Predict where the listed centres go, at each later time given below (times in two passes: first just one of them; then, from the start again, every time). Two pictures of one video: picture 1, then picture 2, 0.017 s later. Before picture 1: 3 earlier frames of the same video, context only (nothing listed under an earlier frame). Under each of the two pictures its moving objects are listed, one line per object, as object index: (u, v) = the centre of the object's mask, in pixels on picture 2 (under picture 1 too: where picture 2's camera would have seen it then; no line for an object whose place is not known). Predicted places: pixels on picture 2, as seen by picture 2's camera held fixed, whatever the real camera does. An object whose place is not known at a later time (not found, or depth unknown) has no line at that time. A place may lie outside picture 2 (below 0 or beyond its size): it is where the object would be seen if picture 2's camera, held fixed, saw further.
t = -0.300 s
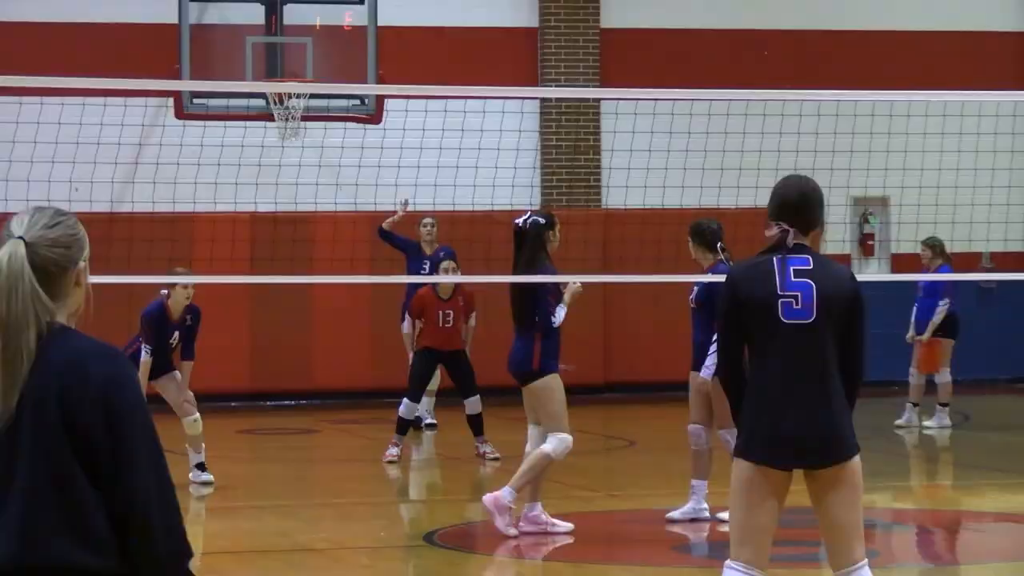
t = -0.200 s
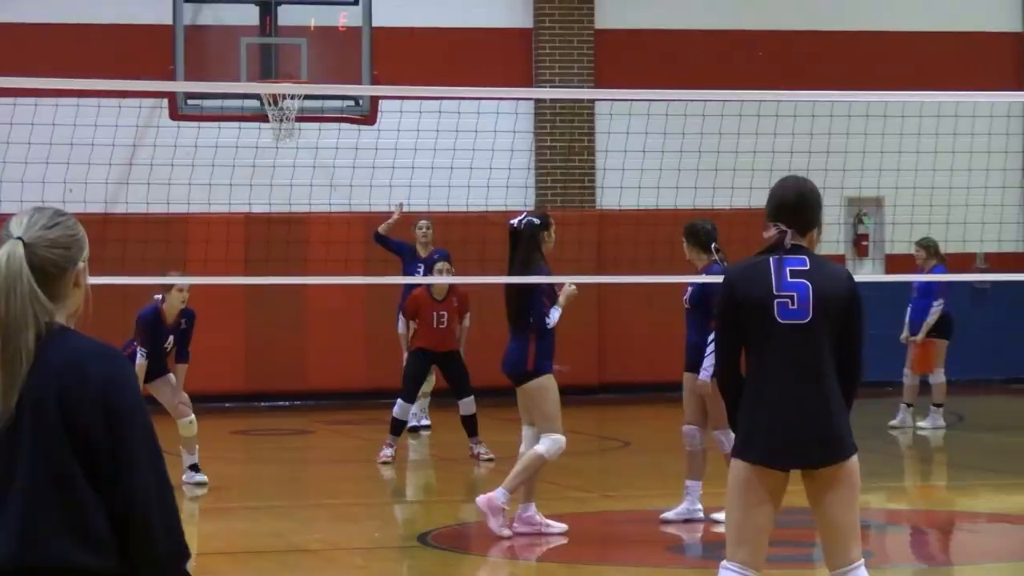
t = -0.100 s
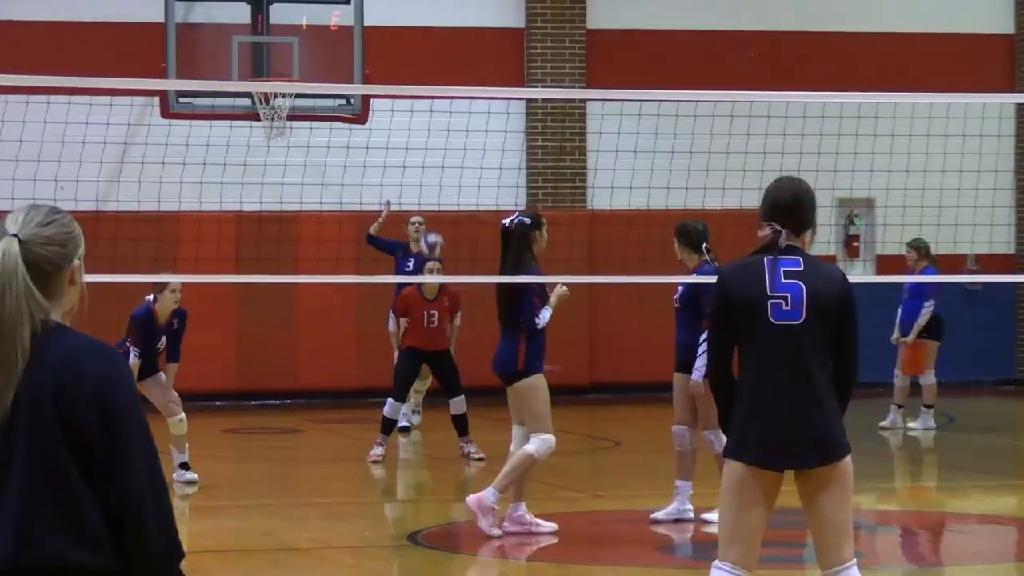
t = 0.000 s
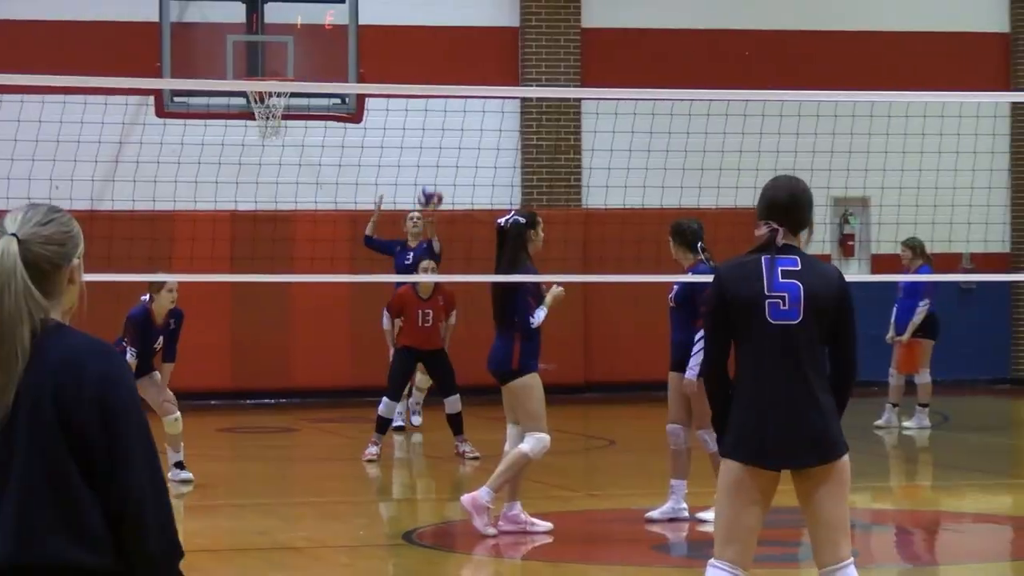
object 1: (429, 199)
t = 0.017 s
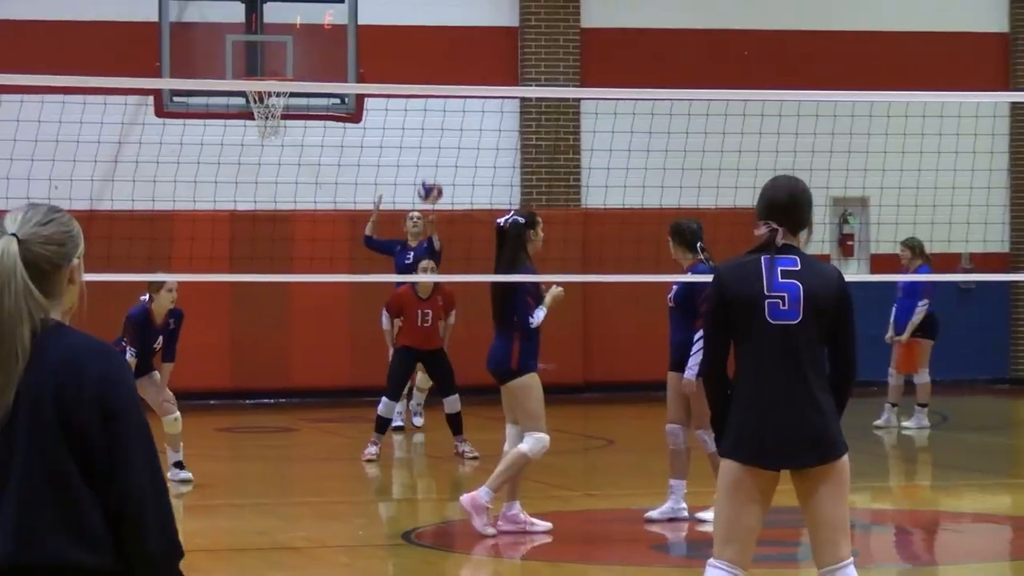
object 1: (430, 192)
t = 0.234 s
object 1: (436, 128)
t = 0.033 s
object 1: (429, 185)
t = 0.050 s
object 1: (430, 179)
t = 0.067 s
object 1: (430, 172)
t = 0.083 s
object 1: (431, 167)
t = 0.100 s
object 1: (431, 161)
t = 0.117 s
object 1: (432, 156)
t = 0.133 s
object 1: (432, 151)
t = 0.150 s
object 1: (433, 146)
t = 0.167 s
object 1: (433, 142)
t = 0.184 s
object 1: (433, 138)
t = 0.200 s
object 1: (434, 134)
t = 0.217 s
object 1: (435, 131)
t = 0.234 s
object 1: (436, 128)
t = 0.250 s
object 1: (437, 125)
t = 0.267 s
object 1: (437, 122)
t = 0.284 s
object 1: (438, 120)
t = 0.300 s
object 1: (438, 119)
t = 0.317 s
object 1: (439, 118)
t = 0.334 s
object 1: (440, 117)
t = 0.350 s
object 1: (440, 117)
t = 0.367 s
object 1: (441, 120)
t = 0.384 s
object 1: (443, 123)
